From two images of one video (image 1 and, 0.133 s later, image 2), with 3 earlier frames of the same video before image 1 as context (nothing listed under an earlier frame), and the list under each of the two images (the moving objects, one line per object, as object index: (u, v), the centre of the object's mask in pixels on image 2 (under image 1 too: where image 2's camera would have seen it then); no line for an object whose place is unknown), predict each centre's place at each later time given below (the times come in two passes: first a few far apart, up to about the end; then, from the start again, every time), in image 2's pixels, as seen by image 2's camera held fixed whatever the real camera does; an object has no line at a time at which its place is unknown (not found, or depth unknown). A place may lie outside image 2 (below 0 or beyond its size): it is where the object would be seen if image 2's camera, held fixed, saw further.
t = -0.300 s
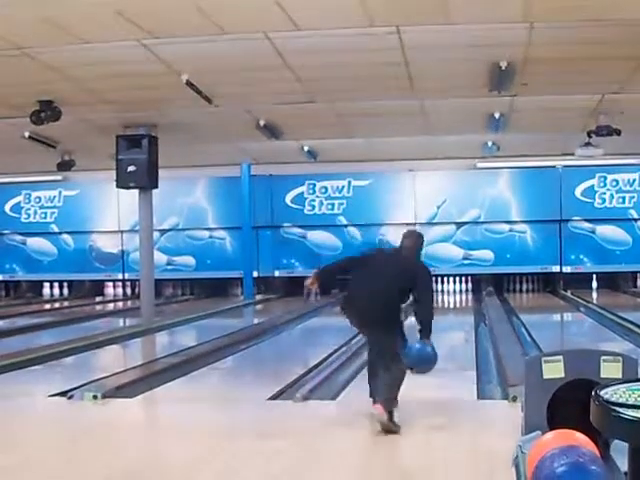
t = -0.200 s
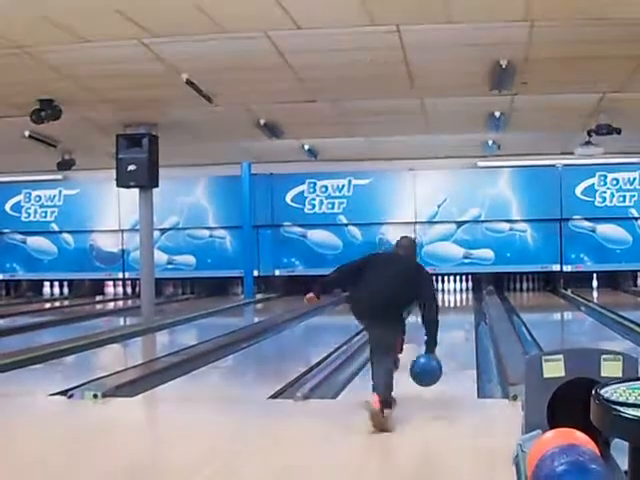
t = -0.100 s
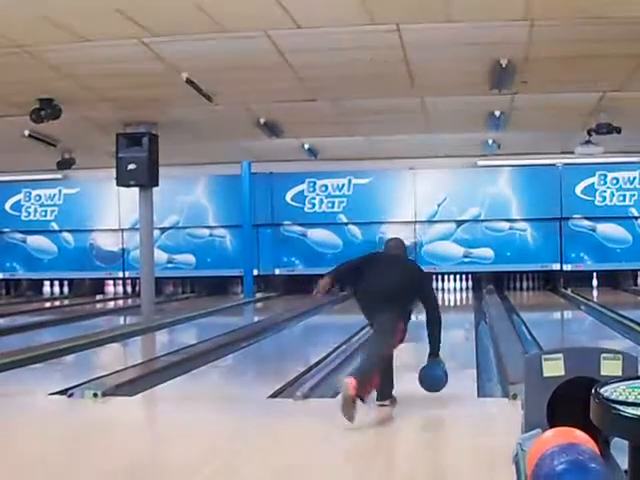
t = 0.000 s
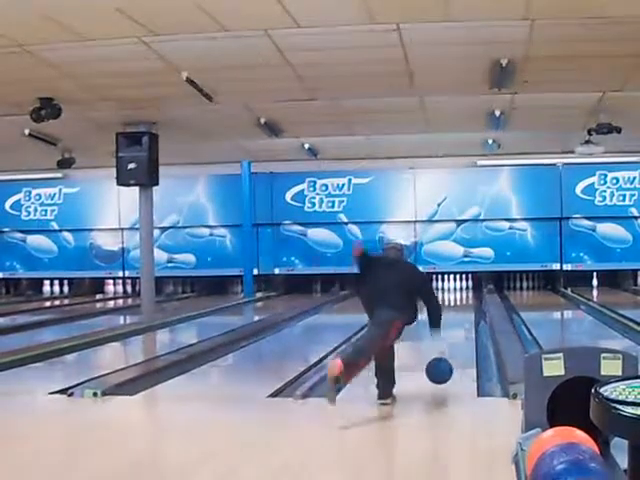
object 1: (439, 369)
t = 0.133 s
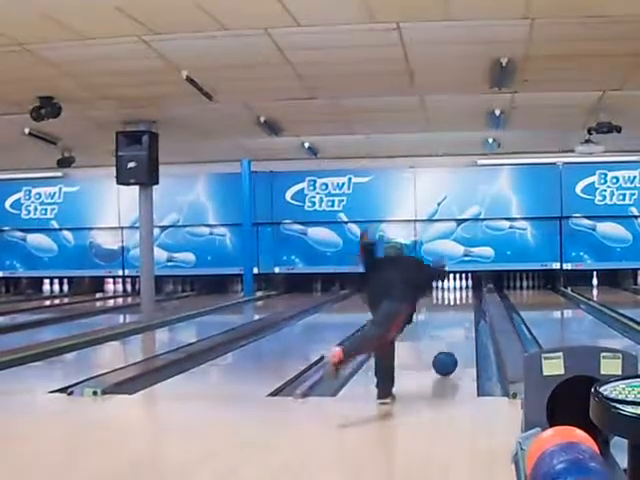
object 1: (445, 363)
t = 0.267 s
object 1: (449, 352)
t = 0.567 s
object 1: (457, 335)
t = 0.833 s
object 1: (465, 323)
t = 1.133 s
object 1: (466, 314)
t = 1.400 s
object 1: (467, 308)
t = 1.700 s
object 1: (469, 301)
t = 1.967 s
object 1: (471, 297)
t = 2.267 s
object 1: (472, 293)
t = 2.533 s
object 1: (475, 291)
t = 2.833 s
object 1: (477, 288)
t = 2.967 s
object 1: (477, 288)
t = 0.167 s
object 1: (446, 360)
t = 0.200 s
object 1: (447, 357)
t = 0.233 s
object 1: (448, 355)
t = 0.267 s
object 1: (449, 352)
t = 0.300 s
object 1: (450, 350)
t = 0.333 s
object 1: (451, 348)
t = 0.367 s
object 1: (452, 346)
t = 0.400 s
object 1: (453, 344)
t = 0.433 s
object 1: (454, 342)
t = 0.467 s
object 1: (454, 340)
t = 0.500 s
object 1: (455, 338)
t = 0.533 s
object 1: (456, 336)
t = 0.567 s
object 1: (457, 335)
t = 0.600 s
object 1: (457, 333)
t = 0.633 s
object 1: (460, 331)
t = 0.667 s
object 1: (461, 330)
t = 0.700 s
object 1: (462, 329)
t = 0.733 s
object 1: (462, 327)
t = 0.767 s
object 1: (462, 326)
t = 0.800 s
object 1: (464, 325)
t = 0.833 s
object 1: (465, 323)
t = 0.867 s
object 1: (465, 322)
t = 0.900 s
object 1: (466, 322)
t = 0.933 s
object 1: (466, 321)
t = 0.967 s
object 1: (467, 319)
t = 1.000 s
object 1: (467, 317)
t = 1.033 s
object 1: (467, 316)
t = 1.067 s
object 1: (467, 316)
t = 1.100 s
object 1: (466, 315)
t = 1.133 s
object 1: (466, 314)
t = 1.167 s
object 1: (466, 314)
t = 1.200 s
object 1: (466, 313)
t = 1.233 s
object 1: (466, 311)
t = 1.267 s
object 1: (466, 311)
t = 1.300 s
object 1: (466, 311)
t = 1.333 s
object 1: (467, 309)
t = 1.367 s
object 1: (467, 308)
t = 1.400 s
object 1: (467, 308)
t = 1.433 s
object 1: (468, 306)
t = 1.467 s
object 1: (468, 306)
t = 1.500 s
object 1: (468, 306)
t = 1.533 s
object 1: (468, 304)
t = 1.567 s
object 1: (469, 303)
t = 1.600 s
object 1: (469, 303)
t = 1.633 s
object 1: (469, 302)
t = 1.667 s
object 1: (469, 302)
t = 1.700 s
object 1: (469, 301)
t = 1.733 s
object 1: (469, 301)
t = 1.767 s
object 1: (470, 298)
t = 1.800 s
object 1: (470, 298)
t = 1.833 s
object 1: (470, 298)
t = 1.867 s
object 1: (470, 298)
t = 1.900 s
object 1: (470, 298)
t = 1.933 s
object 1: (471, 297)
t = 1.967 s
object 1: (471, 297)
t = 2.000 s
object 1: (471, 297)
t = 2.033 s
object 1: (471, 297)
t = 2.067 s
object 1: (471, 294)
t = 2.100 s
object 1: (471, 294)
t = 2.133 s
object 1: (471, 295)
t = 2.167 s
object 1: (472, 293)
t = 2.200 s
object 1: (472, 293)
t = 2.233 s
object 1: (472, 293)
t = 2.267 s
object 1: (472, 293)
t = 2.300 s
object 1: (472, 293)
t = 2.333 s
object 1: (472, 293)
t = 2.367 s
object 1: (472, 293)
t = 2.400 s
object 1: (474, 292)
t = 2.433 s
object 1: (475, 291)
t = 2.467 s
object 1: (475, 291)
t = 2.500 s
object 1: (475, 291)
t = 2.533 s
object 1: (475, 291)
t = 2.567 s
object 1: (475, 291)
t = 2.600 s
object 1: (476, 289)
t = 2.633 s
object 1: (476, 289)
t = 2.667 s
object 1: (476, 289)
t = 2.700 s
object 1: (477, 288)
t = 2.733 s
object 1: (477, 288)
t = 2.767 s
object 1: (477, 288)
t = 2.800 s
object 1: (477, 288)
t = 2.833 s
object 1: (477, 288)
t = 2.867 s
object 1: (477, 288)
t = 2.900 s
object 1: (478, 288)
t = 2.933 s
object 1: (478, 288)
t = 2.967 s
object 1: (477, 288)
